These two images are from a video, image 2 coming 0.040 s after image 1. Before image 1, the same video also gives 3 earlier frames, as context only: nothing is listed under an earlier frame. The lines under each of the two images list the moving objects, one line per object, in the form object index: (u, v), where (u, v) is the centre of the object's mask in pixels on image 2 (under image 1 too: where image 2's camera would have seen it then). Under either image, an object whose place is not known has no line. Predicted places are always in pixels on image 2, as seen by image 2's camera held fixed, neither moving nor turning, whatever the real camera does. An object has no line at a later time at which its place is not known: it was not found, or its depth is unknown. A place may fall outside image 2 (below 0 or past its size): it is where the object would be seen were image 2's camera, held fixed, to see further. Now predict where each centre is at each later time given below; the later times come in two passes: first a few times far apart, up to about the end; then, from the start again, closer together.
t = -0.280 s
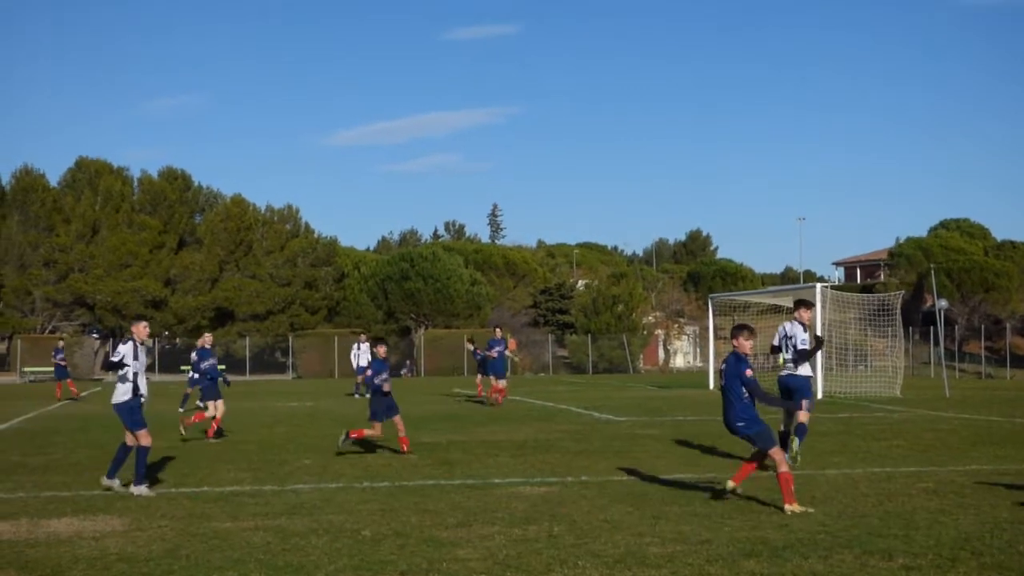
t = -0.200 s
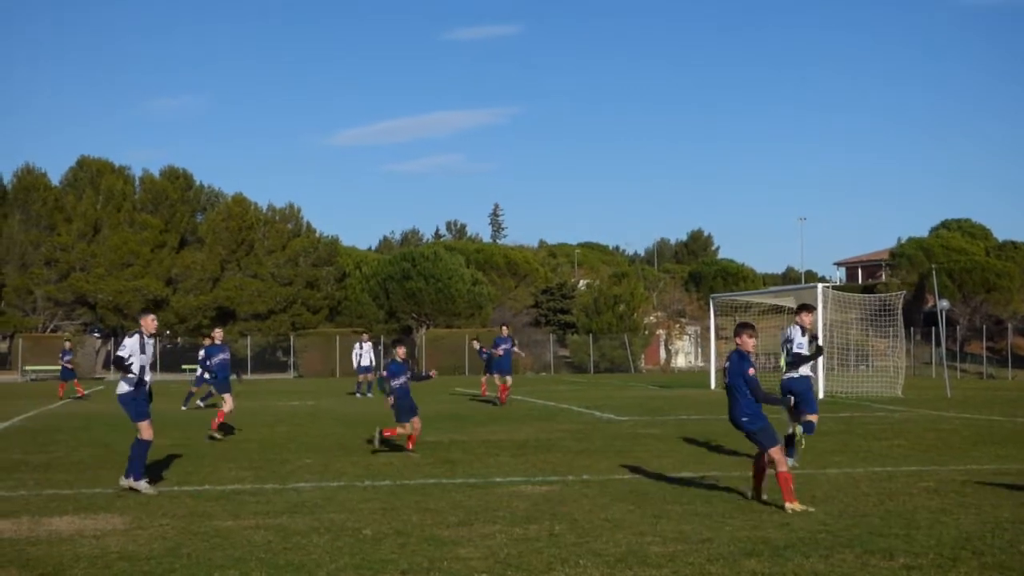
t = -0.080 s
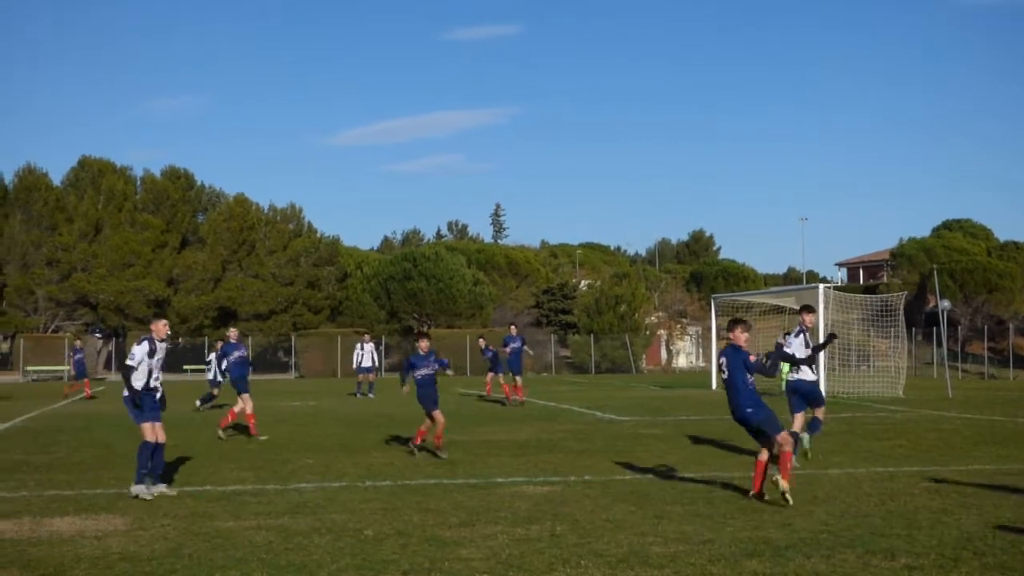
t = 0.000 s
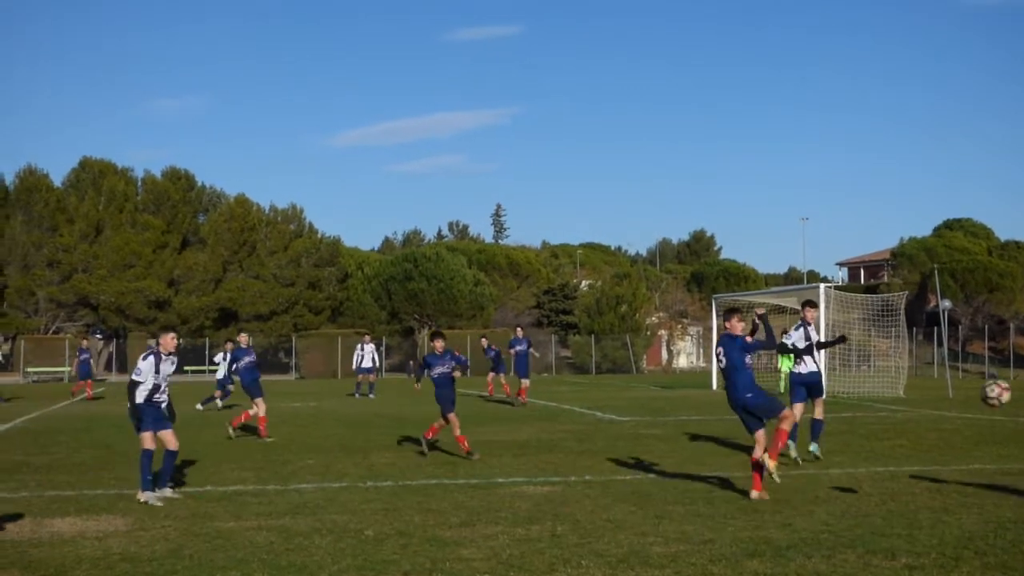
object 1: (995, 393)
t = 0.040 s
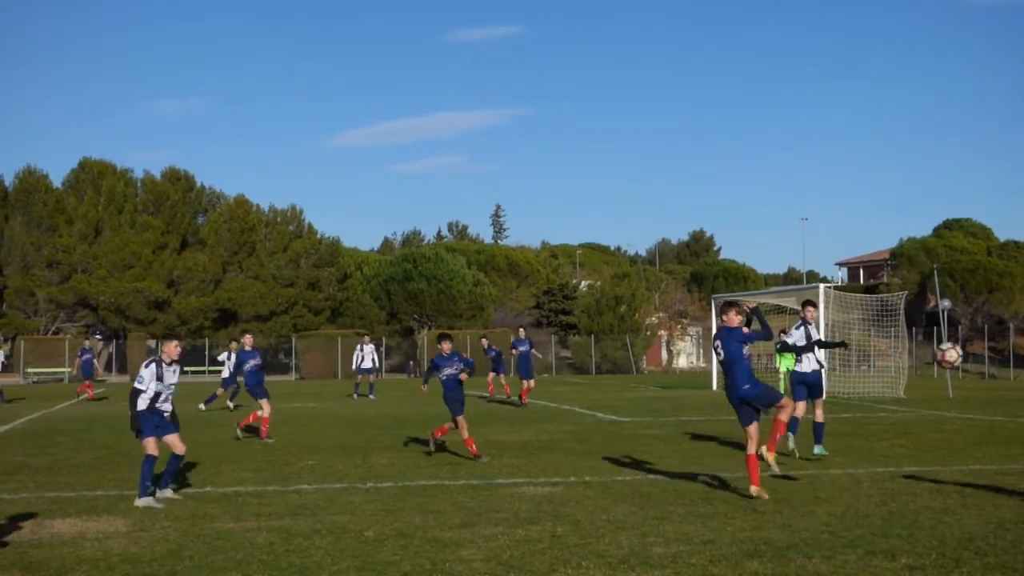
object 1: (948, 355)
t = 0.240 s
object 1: (786, 227)
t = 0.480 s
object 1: (693, 150)
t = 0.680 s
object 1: (657, 120)
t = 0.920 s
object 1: (643, 113)
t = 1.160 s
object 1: (650, 125)
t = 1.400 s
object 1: (669, 156)
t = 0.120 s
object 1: (870, 293)
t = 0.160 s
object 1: (838, 268)
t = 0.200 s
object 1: (810, 246)
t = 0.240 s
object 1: (786, 227)
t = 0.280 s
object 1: (765, 211)
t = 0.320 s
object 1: (747, 195)
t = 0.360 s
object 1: (731, 181)
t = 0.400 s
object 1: (717, 169)
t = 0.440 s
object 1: (704, 160)
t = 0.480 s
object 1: (693, 150)
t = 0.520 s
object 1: (684, 142)
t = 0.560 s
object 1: (675, 135)
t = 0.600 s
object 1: (669, 129)
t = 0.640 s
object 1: (662, 124)
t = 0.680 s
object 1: (657, 120)
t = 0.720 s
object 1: (652, 118)
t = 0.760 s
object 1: (649, 114)
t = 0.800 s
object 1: (647, 114)
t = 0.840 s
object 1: (644, 112)
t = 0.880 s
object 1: (644, 112)
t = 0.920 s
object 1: (643, 113)
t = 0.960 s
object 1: (643, 113)
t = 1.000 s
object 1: (644, 113)
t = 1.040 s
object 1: (644, 117)
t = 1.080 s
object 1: (646, 119)
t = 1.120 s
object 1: (649, 122)
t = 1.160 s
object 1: (650, 125)
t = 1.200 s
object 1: (652, 129)
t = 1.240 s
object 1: (656, 133)
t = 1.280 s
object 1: (659, 140)
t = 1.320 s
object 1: (661, 145)
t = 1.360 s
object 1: (665, 151)
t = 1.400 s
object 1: (669, 156)
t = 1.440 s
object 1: (674, 163)
